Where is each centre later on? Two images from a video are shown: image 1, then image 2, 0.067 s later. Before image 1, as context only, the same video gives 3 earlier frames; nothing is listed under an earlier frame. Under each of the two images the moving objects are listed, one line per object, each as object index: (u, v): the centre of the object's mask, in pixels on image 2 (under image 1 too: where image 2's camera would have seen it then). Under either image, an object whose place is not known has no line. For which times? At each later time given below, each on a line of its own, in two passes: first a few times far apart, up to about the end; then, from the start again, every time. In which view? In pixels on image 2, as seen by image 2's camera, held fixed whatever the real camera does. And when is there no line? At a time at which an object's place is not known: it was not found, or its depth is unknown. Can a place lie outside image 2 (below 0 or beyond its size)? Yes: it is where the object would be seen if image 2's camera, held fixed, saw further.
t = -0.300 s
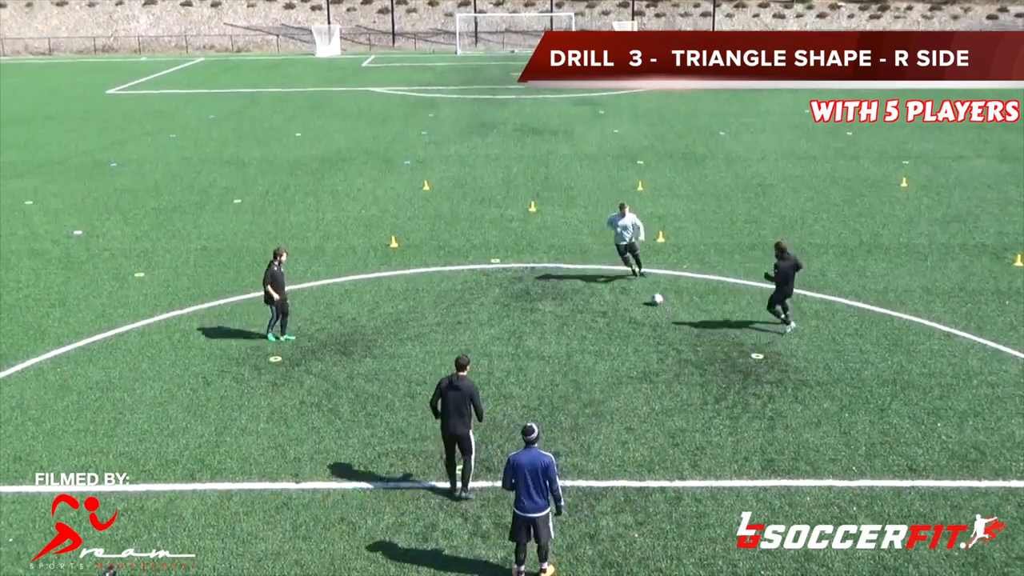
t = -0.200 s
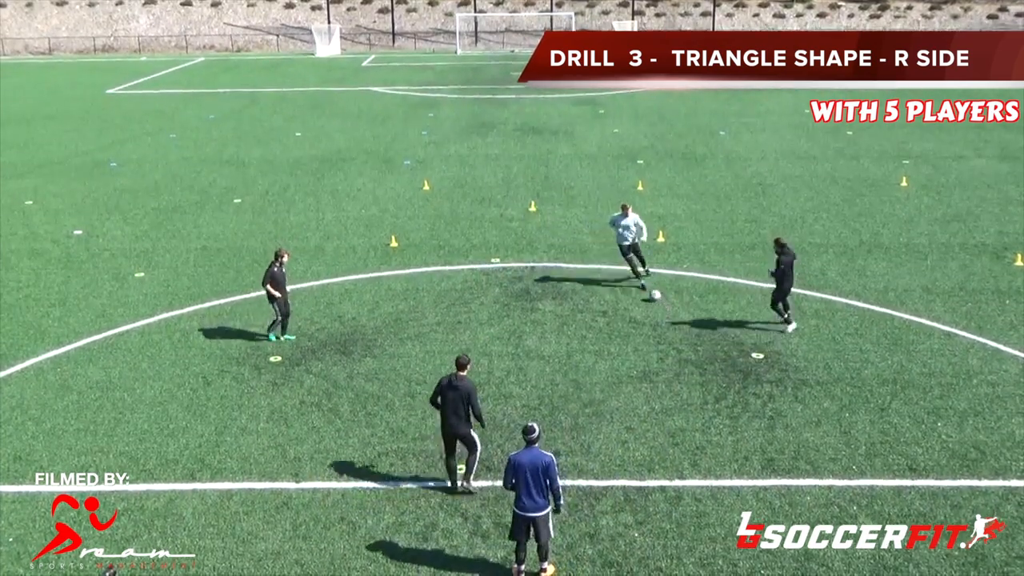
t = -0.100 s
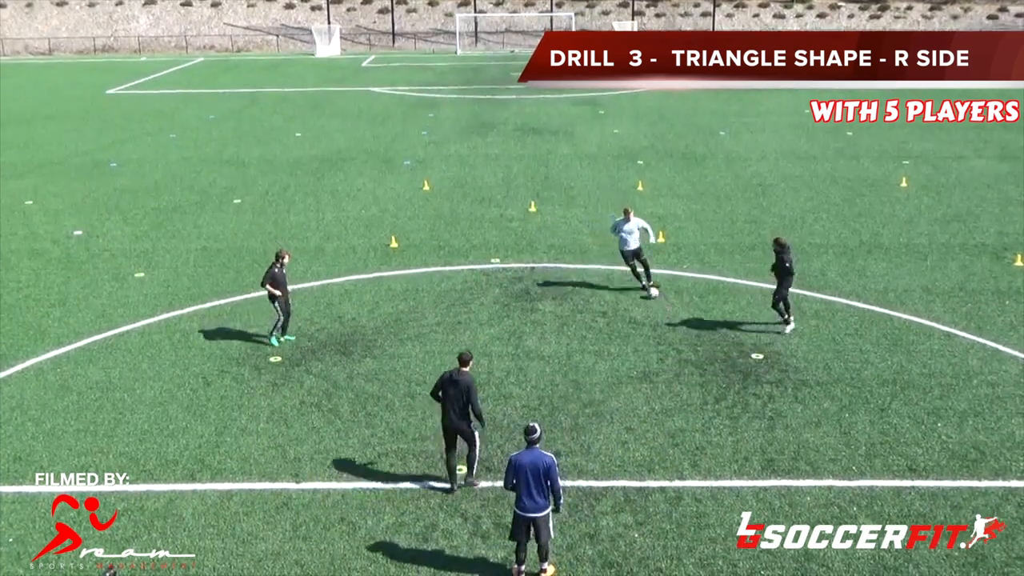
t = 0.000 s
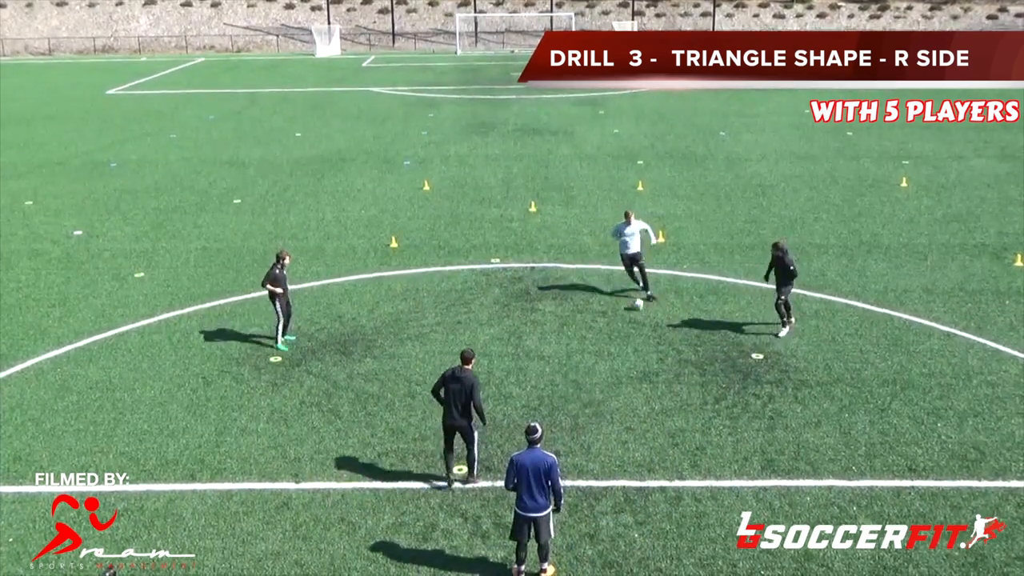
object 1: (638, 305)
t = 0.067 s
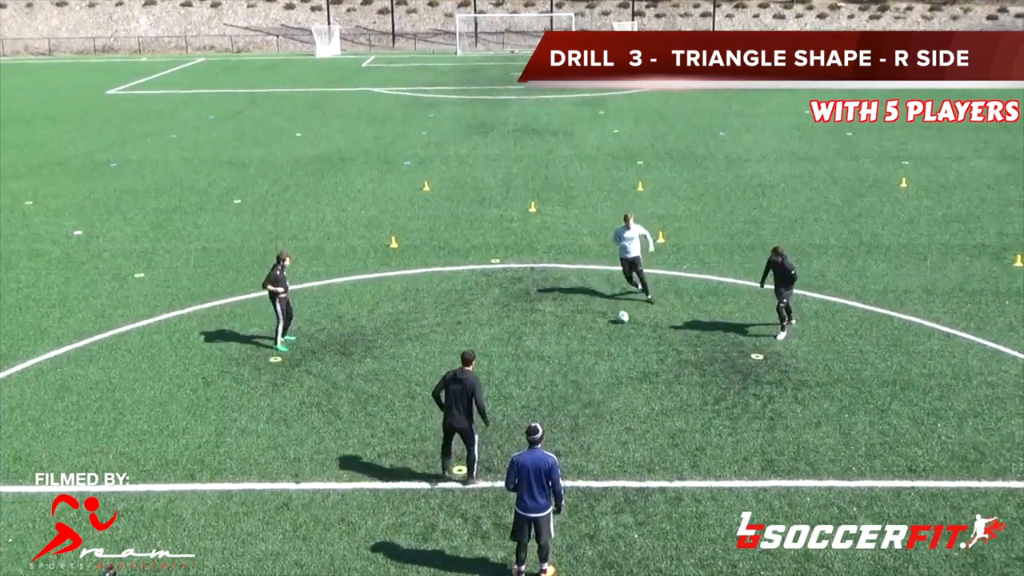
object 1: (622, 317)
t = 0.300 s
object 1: (568, 362)
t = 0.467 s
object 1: (528, 396)
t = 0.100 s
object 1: (615, 323)
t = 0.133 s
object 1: (607, 330)
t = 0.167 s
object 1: (600, 336)
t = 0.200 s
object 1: (593, 343)
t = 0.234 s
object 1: (584, 349)
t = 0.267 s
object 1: (576, 356)
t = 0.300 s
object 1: (568, 362)
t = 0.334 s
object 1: (561, 369)
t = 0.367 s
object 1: (552, 376)
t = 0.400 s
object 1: (545, 383)
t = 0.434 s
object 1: (536, 389)
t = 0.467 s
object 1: (528, 396)
